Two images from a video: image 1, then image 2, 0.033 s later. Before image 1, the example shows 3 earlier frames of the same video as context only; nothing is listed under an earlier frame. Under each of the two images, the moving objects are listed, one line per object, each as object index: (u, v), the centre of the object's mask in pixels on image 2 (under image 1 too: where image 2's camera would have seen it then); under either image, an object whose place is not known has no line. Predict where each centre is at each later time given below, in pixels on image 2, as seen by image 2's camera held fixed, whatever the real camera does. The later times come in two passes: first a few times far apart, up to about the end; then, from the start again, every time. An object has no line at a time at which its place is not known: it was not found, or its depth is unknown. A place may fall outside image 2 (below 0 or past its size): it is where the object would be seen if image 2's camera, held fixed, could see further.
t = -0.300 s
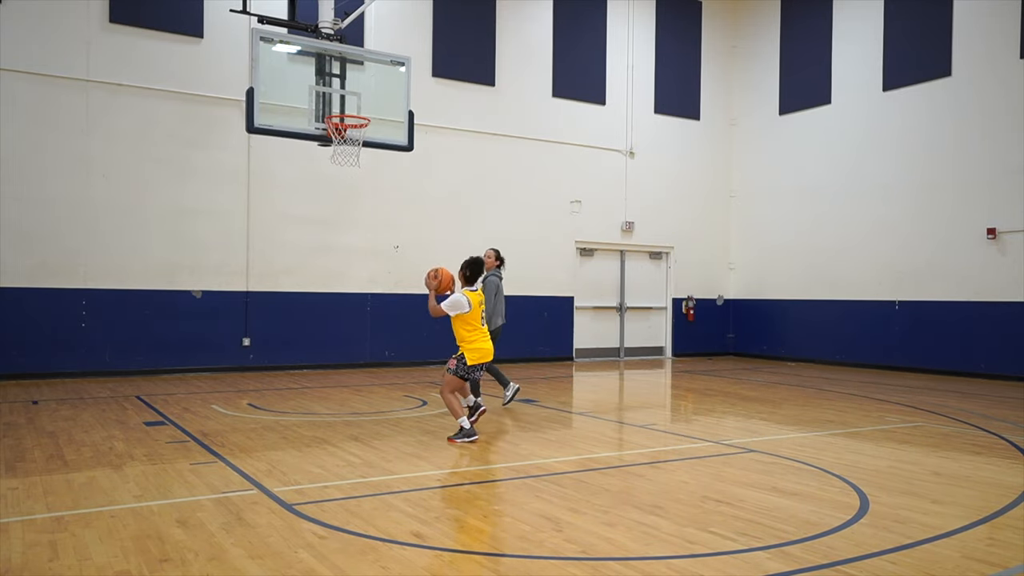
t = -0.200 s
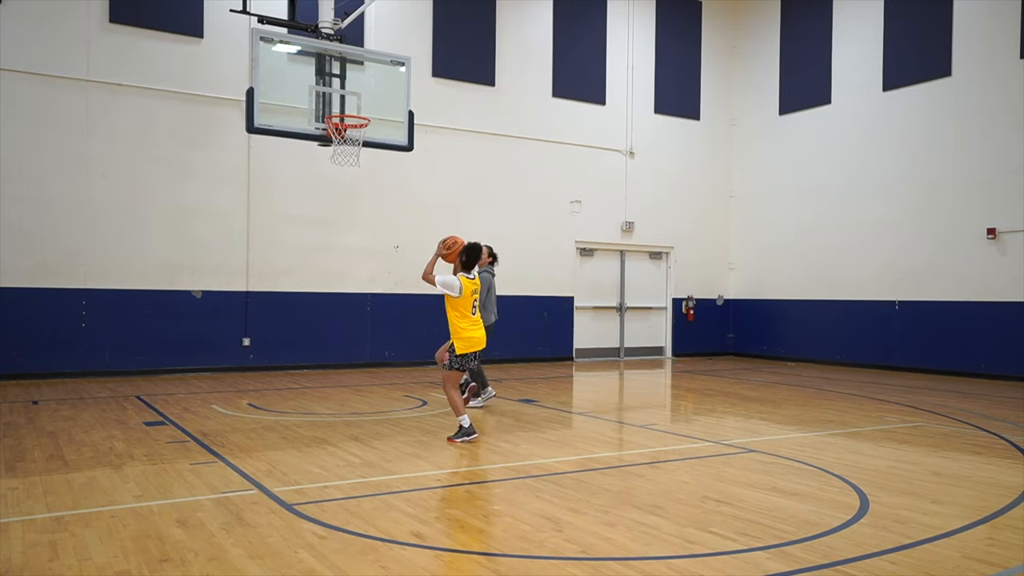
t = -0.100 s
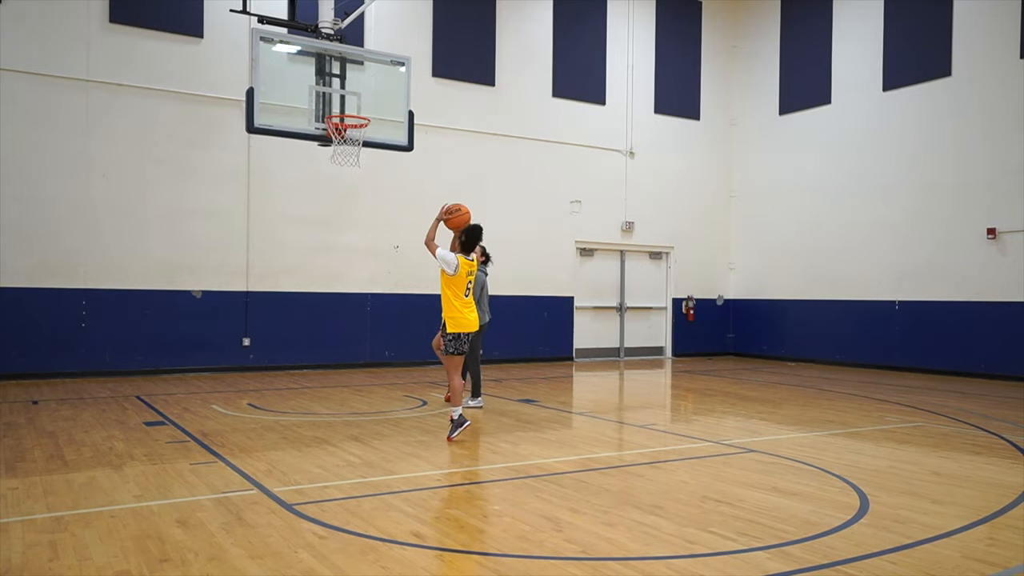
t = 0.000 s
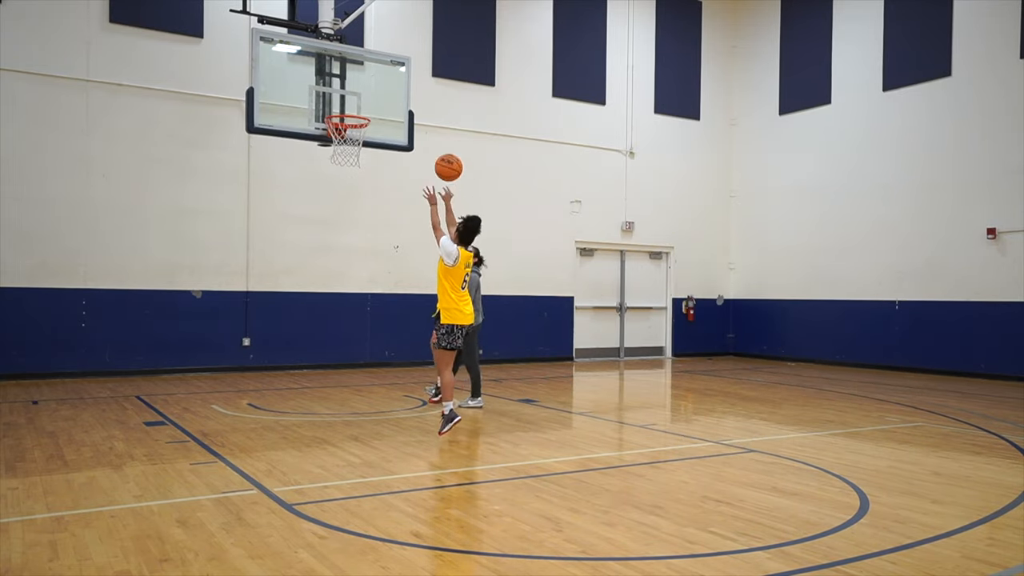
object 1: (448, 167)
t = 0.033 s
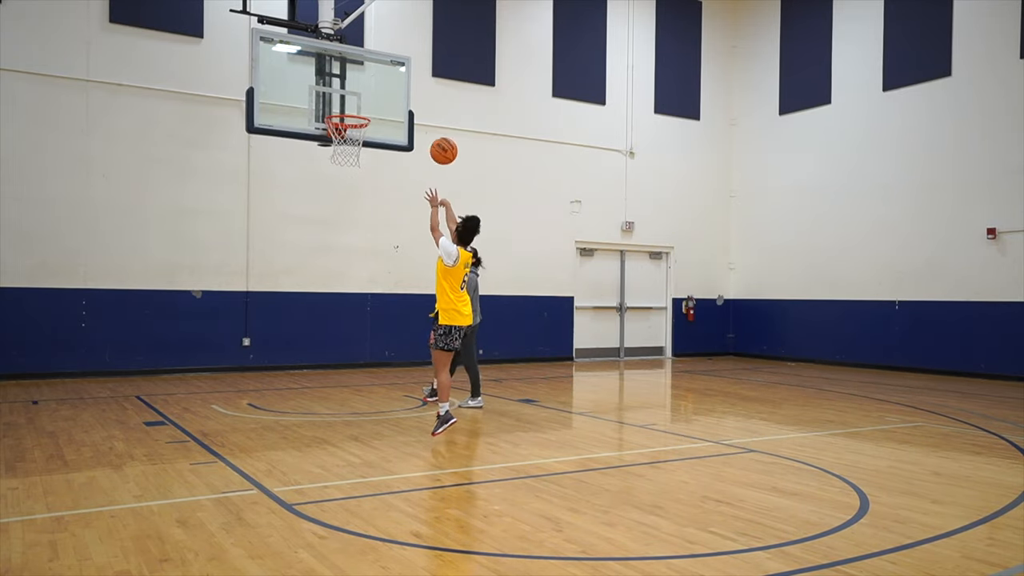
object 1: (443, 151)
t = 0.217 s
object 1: (419, 88)
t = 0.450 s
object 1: (391, 68)
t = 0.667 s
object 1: (369, 97)
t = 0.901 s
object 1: (398, 105)
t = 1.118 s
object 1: (442, 139)
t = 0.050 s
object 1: (441, 143)
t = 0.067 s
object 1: (439, 136)
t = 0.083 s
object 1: (436, 129)
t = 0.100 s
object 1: (434, 123)
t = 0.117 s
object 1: (432, 117)
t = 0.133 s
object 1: (430, 111)
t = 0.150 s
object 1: (427, 106)
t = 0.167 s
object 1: (425, 101)
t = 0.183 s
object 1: (423, 96)
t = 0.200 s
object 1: (421, 92)
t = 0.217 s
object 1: (419, 88)
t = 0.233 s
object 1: (416, 85)
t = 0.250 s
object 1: (414, 82)
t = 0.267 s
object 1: (412, 79)
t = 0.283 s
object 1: (410, 77)
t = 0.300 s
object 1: (408, 74)
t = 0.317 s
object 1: (406, 73)
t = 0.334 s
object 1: (404, 71)
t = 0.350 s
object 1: (402, 70)
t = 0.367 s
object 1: (400, 69)
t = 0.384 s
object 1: (398, 68)
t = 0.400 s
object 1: (397, 68)
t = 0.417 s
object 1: (395, 67)
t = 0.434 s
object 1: (393, 68)
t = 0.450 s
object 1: (391, 68)
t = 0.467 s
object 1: (389, 69)
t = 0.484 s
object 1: (387, 70)
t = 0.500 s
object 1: (386, 71)
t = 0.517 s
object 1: (384, 73)
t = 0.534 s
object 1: (382, 74)
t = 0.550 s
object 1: (381, 77)
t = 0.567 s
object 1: (379, 79)
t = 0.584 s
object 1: (377, 81)
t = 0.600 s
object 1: (376, 84)
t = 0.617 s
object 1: (374, 87)
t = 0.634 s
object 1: (372, 90)
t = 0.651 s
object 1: (370, 94)
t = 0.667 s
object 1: (369, 97)
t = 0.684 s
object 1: (367, 101)
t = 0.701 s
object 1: (366, 105)
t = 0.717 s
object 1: (364, 110)
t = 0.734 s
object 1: (366, 110)
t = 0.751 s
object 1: (369, 108)
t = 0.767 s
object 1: (372, 107)
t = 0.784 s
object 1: (375, 106)
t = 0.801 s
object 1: (378, 105)
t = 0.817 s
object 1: (381, 104)
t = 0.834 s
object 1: (385, 104)
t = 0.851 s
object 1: (388, 104)
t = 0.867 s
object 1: (391, 104)
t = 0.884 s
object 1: (394, 104)
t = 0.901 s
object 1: (398, 105)
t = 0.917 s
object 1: (401, 106)
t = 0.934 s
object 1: (404, 107)
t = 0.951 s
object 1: (408, 108)
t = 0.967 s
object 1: (411, 110)
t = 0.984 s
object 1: (414, 112)
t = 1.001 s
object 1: (418, 114)
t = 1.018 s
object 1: (421, 117)
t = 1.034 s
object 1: (425, 120)
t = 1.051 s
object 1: (428, 123)
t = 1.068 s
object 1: (432, 127)
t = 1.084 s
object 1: (435, 130)
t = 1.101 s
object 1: (438, 135)
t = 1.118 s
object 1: (442, 139)
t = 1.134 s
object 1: (446, 144)
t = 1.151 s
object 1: (449, 149)
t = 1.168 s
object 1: (452, 154)
